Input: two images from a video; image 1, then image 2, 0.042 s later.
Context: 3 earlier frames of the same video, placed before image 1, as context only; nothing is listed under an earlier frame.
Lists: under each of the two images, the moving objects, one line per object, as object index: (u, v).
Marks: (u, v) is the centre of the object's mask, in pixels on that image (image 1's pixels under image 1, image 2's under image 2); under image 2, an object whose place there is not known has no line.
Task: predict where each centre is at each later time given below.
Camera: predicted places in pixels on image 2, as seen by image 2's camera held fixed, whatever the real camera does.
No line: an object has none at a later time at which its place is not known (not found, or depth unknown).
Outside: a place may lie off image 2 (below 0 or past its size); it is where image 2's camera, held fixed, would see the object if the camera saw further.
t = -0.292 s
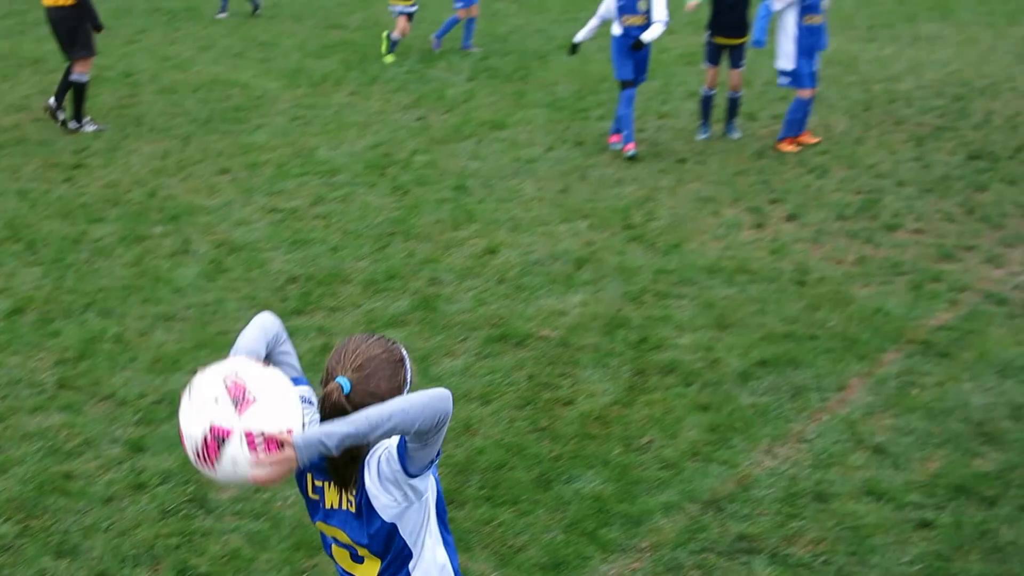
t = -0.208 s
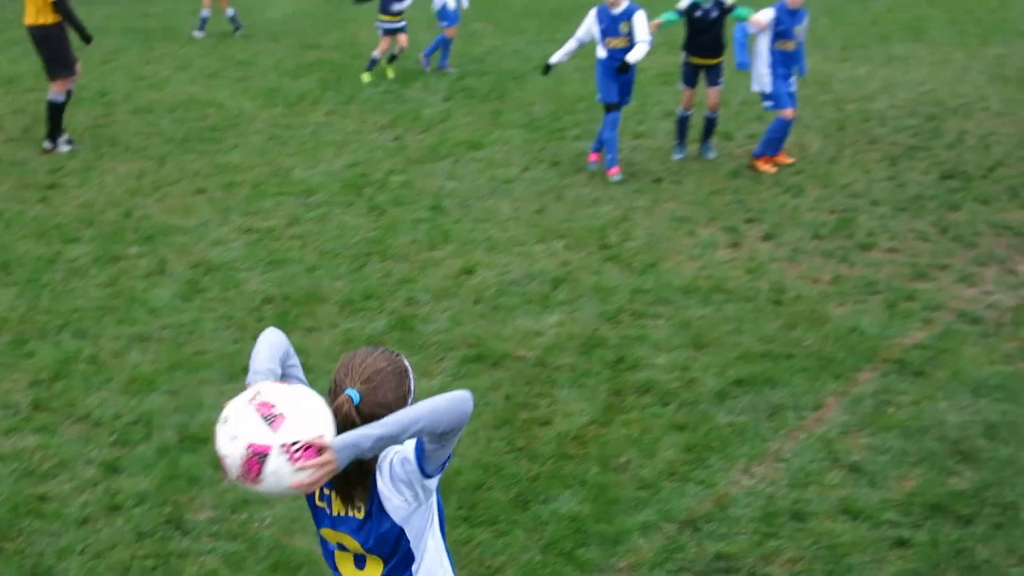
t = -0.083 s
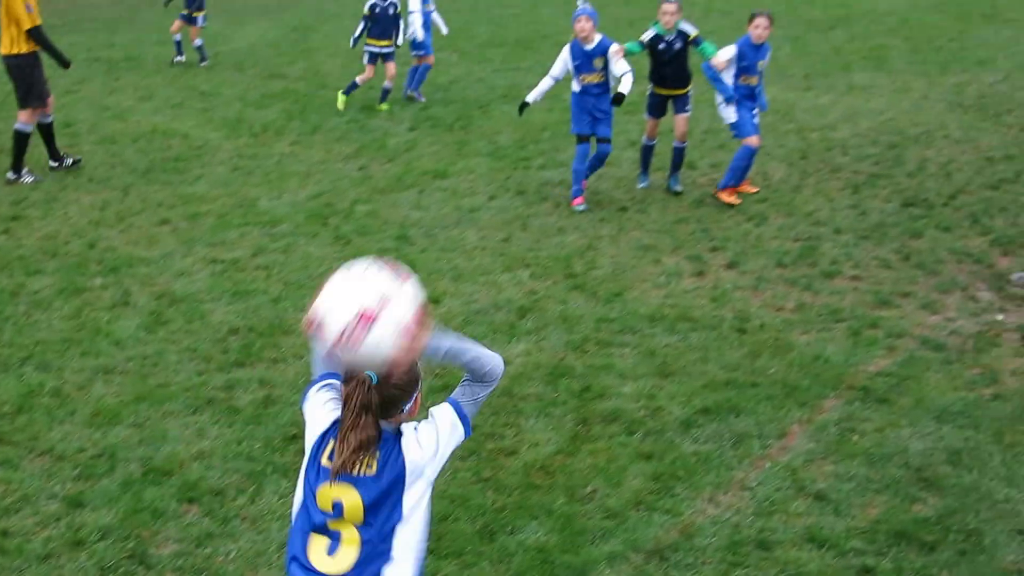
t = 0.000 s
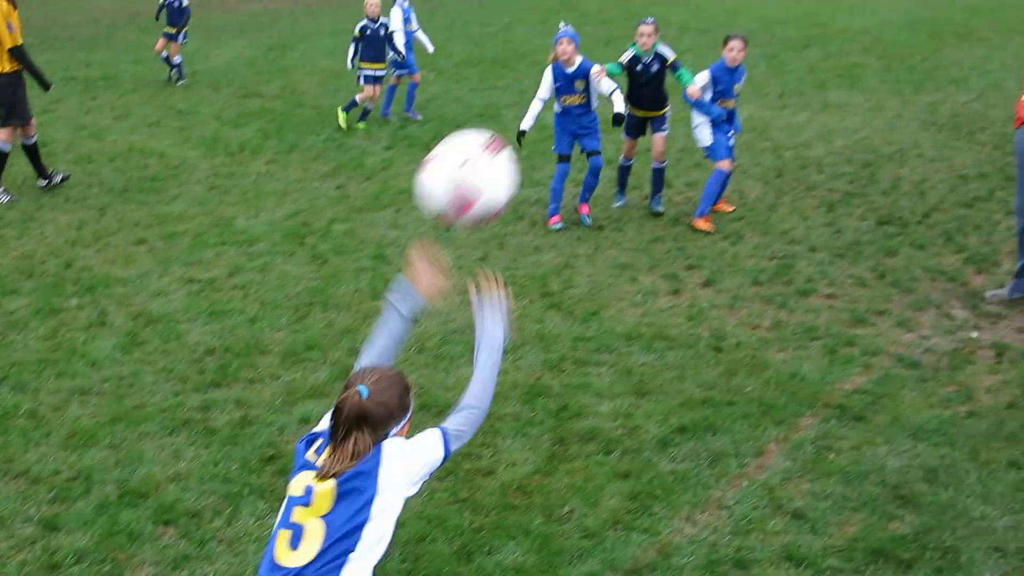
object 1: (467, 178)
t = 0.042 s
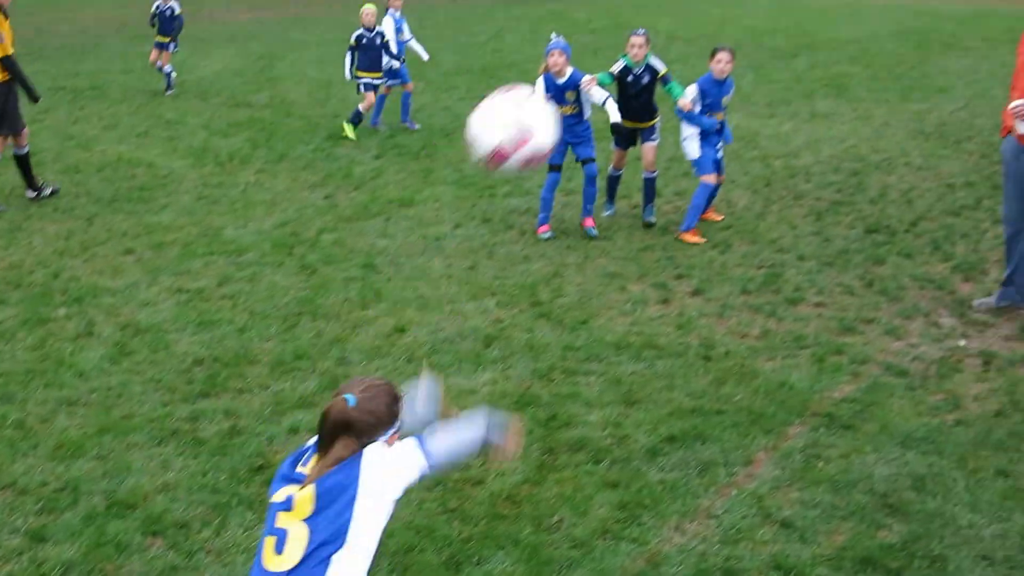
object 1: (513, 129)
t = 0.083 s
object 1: (563, 85)
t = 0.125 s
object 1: (607, 52)
